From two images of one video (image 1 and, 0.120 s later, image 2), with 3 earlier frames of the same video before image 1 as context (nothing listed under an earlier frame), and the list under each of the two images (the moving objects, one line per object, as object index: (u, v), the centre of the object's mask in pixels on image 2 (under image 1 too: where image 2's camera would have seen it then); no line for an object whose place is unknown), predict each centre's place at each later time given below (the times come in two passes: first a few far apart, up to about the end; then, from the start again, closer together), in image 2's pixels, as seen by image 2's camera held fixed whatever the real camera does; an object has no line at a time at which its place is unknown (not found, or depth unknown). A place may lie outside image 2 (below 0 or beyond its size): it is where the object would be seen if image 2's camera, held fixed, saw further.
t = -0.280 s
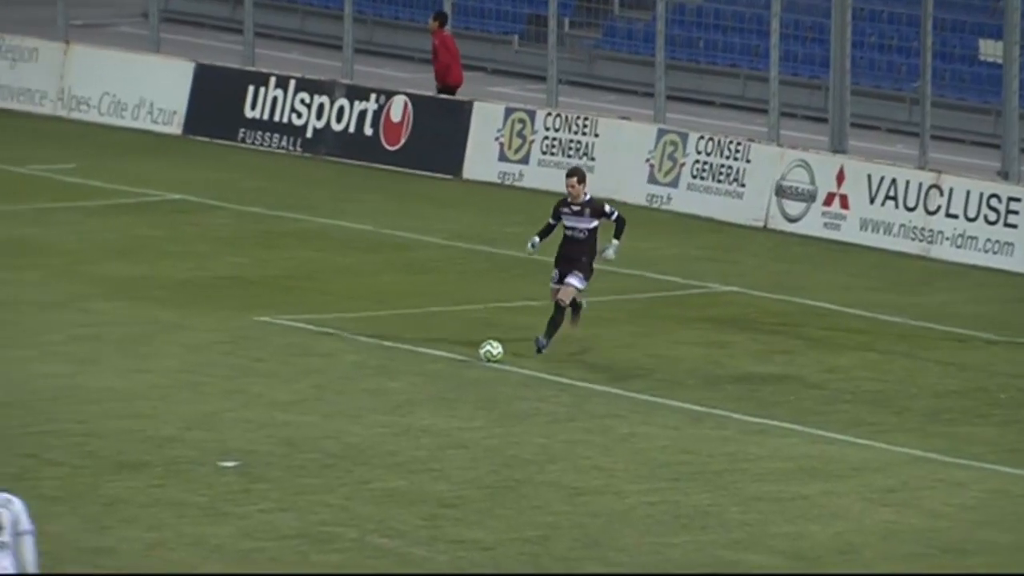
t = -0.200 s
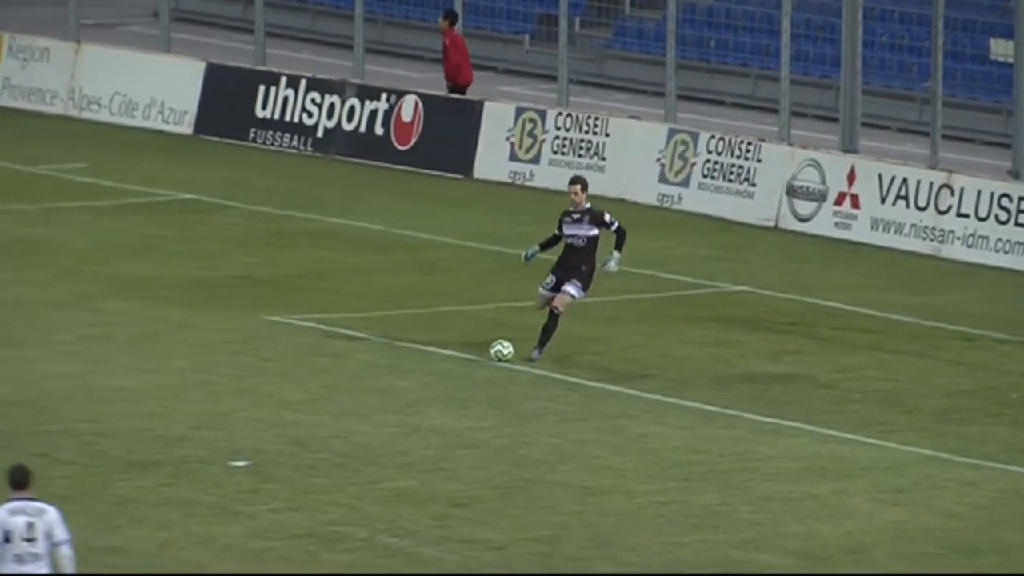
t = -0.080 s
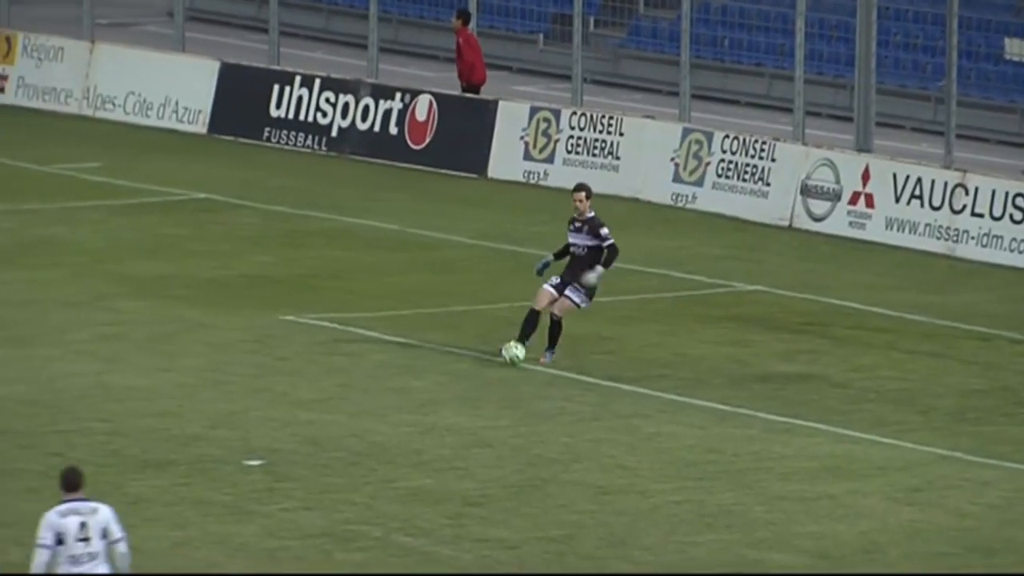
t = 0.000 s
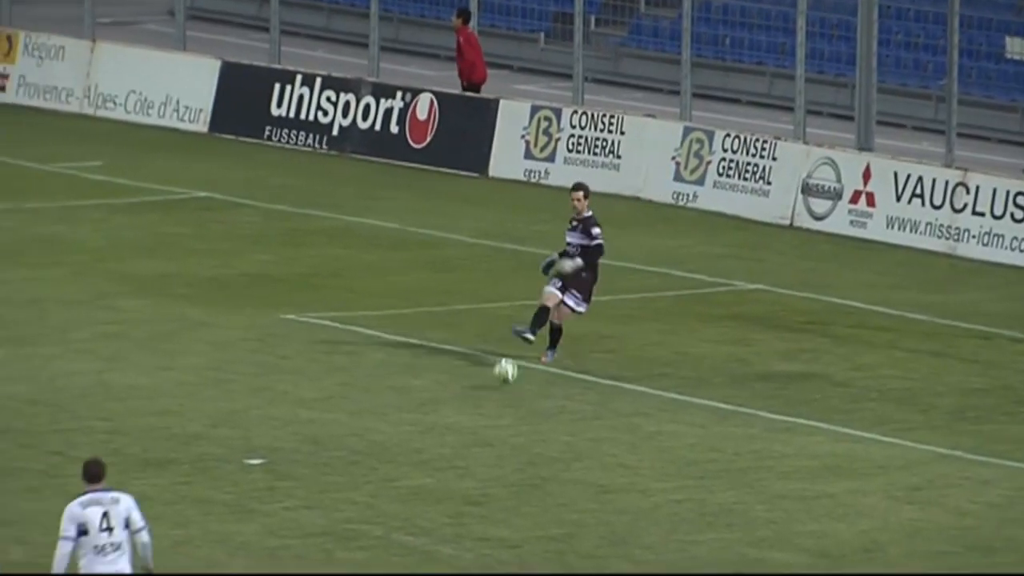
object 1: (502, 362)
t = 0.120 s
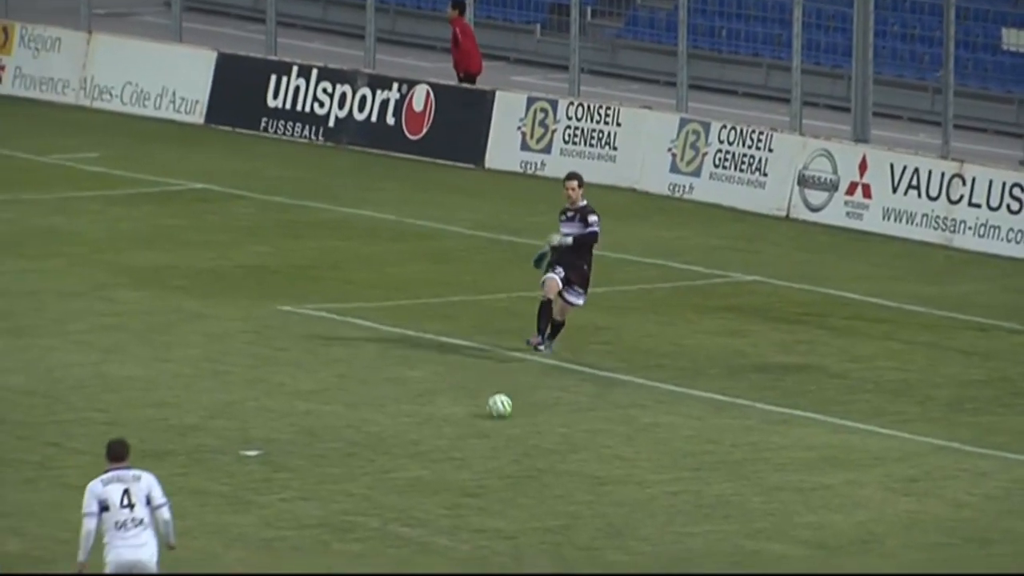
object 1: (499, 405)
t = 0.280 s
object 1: (512, 448)
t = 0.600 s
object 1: (564, 506)
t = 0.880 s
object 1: (614, 564)
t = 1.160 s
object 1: (666, 615)
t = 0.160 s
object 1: (501, 414)
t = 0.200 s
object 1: (503, 423)
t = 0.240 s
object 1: (506, 436)
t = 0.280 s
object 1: (512, 448)
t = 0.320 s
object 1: (515, 451)
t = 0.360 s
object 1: (522, 457)
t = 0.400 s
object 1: (528, 466)
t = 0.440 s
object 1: (535, 476)
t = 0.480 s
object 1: (543, 491)
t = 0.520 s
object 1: (549, 495)
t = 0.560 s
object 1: (557, 500)
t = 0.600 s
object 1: (564, 506)
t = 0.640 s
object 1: (571, 516)
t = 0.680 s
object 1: (578, 527)
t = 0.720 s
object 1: (586, 538)
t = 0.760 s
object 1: (593, 541)
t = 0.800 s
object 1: (599, 547)
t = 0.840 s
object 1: (607, 554)
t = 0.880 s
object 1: (614, 564)
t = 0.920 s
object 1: (622, 573)
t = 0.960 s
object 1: (628, 575)
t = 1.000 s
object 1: (636, 577)
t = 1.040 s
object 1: (643, 584)
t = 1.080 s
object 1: (651, 592)
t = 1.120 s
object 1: (659, 602)
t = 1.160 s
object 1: (666, 615)
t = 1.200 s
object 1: (674, 618)
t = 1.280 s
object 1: (690, 626)
